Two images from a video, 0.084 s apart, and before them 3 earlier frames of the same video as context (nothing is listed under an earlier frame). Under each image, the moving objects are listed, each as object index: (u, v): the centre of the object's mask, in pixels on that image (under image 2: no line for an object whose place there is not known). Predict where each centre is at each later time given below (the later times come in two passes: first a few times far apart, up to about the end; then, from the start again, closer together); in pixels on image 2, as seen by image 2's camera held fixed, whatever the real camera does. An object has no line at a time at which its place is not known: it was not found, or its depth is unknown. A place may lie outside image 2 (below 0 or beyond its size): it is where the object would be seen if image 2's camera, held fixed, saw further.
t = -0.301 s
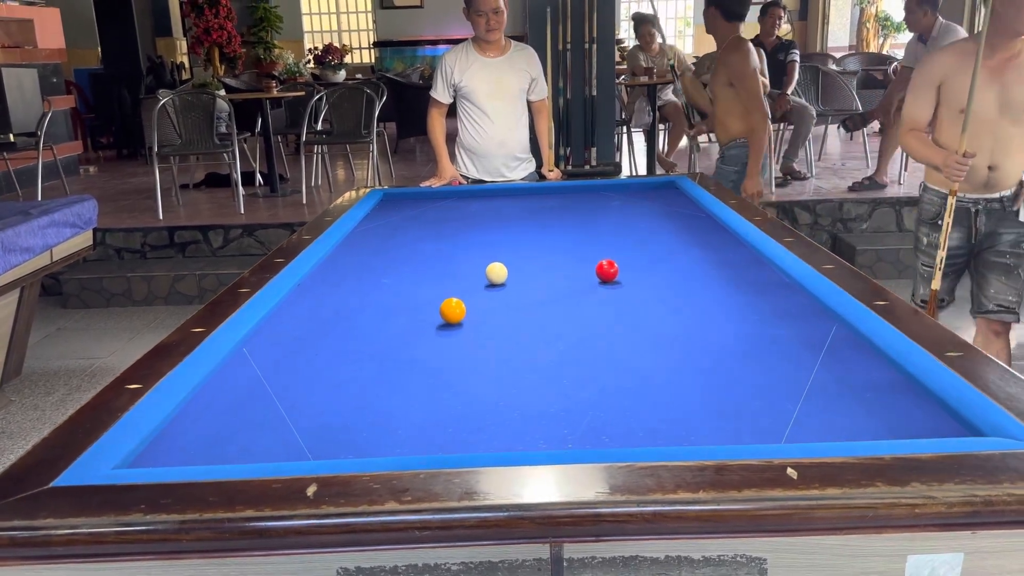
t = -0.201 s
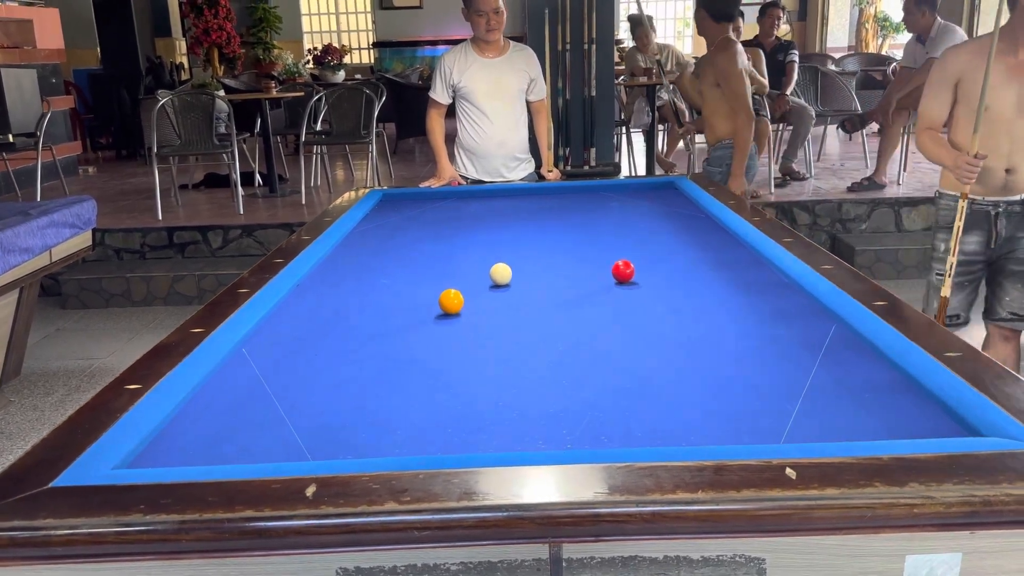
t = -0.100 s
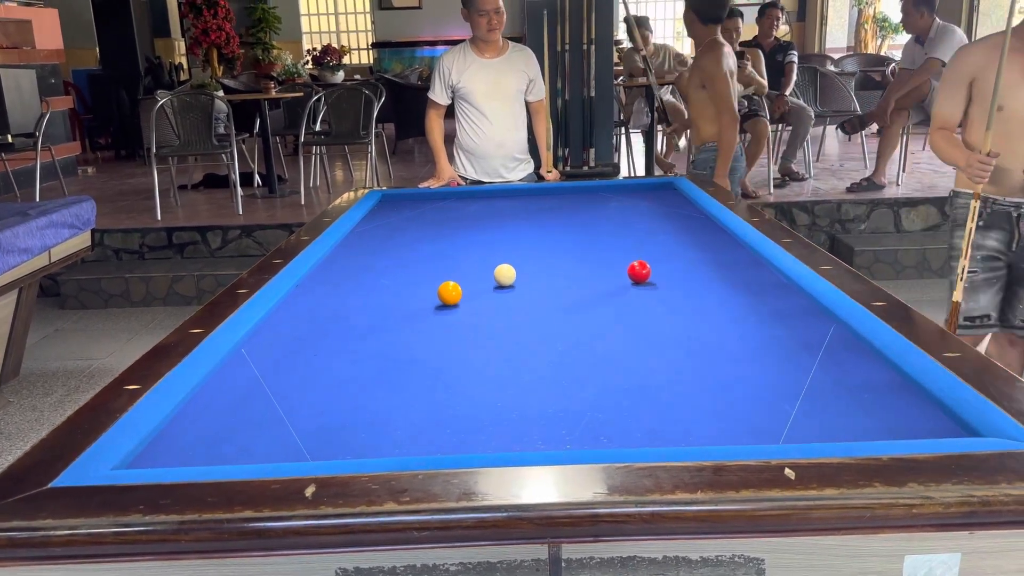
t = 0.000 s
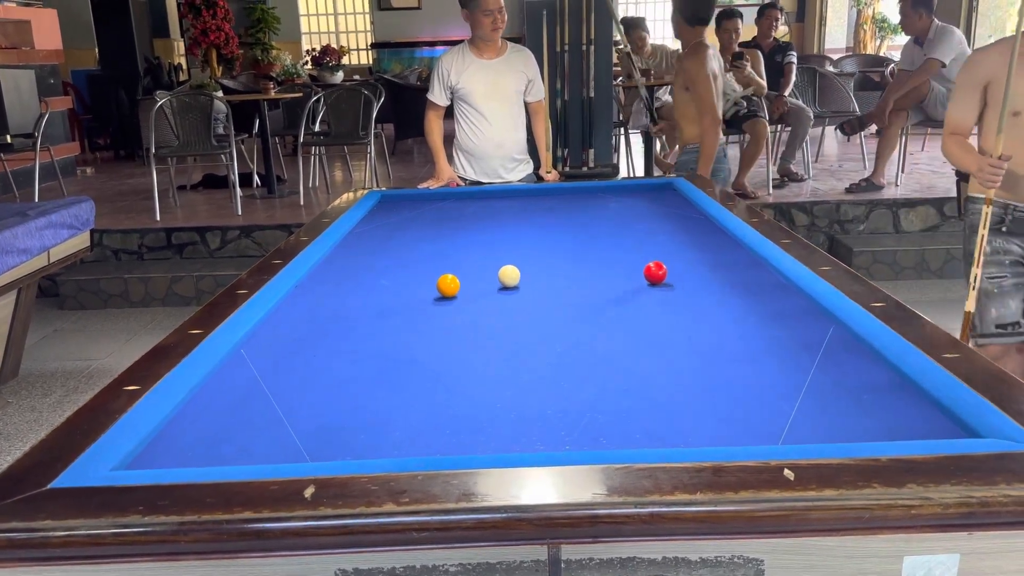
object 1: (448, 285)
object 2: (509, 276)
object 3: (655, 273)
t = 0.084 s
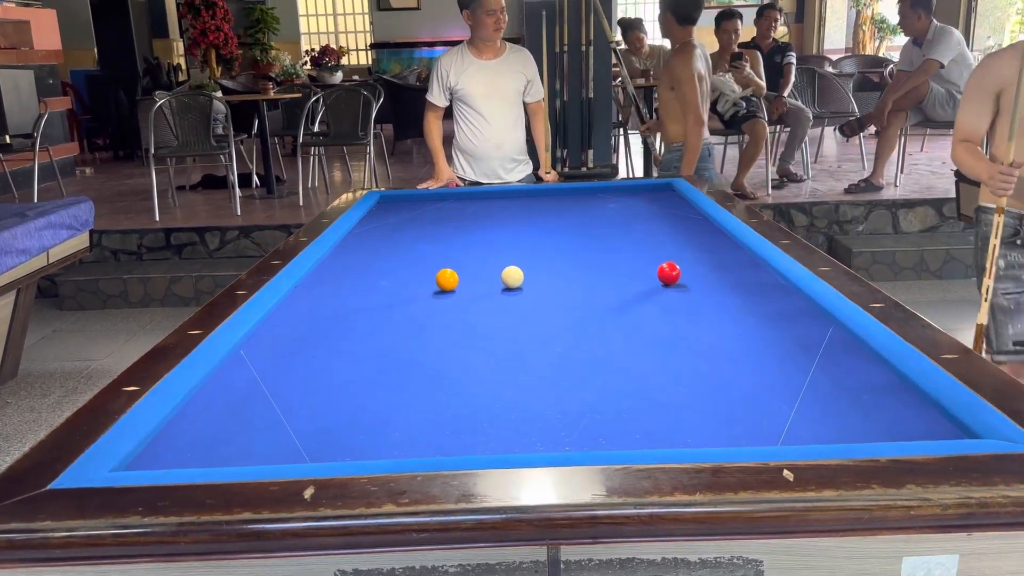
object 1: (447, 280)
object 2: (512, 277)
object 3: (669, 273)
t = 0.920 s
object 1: (444, 233)
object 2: (549, 280)
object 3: (748, 277)
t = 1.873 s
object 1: (442, 200)
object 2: (581, 283)
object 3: (676, 284)
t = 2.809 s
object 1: (431, 205)
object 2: (600, 285)
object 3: (622, 291)
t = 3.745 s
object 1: (417, 220)
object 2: (608, 287)
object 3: (582, 297)
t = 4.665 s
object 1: (403, 234)
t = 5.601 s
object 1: (388, 249)
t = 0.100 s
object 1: (447, 279)
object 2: (513, 277)
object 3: (672, 273)
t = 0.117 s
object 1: (447, 277)
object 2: (514, 277)
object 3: (674, 273)
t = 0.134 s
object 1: (447, 276)
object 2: (515, 277)
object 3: (677, 273)
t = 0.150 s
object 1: (447, 275)
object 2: (515, 278)
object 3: (680, 273)
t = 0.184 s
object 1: (446, 273)
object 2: (517, 278)
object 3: (686, 274)
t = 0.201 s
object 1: (446, 271)
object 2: (518, 278)
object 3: (688, 273)
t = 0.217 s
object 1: (446, 270)
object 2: (518, 278)
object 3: (691, 274)
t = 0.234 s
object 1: (446, 269)
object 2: (519, 278)
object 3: (694, 274)
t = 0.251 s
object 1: (446, 268)
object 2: (520, 278)
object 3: (697, 274)
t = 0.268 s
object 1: (446, 267)
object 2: (521, 278)
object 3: (700, 274)
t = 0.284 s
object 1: (446, 266)
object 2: (522, 278)
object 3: (703, 274)
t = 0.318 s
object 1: (446, 264)
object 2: (523, 278)
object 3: (708, 274)
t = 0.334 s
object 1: (446, 263)
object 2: (524, 278)
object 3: (711, 274)
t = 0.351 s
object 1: (446, 262)
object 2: (525, 278)
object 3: (714, 274)
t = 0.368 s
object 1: (446, 261)
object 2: (525, 278)
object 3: (717, 274)
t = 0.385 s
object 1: (446, 260)
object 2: (526, 278)
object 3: (720, 274)
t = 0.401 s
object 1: (445, 259)
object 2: (527, 278)
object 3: (723, 274)
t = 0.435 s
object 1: (445, 257)
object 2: (528, 279)
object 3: (728, 274)
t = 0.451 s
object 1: (445, 256)
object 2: (529, 279)
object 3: (731, 274)
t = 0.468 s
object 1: (445, 255)
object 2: (530, 279)
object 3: (734, 274)
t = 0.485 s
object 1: (445, 254)
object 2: (531, 279)
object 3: (737, 274)
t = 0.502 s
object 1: (445, 253)
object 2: (531, 279)
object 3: (740, 274)
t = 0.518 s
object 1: (445, 252)
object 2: (532, 279)
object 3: (742, 274)
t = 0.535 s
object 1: (445, 251)
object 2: (533, 279)
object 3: (745, 274)
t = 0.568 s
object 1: (445, 249)
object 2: (534, 279)
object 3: (751, 274)
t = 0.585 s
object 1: (445, 248)
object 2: (535, 279)
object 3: (754, 274)
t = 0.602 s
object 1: (445, 248)
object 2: (536, 279)
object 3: (757, 274)
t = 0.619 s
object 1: (445, 247)
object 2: (536, 279)
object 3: (759, 274)
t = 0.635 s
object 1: (445, 246)
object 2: (537, 279)
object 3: (762, 274)
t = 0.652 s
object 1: (444, 245)
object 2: (538, 279)
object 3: (765, 274)
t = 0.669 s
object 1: (444, 244)
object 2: (539, 279)
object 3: (768, 274)
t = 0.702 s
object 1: (444, 242)
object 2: (540, 280)
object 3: (767, 275)
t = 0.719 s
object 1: (444, 242)
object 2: (541, 280)
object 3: (765, 275)
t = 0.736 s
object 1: (444, 241)
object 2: (541, 280)
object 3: (763, 275)
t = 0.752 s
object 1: (444, 240)
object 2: (542, 280)
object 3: (762, 275)
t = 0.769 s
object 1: (444, 239)
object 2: (543, 280)
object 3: (761, 275)
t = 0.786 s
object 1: (444, 238)
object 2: (543, 280)
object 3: (759, 275)
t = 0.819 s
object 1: (444, 237)
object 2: (545, 280)
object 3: (756, 276)
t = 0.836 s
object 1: (444, 236)
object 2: (546, 280)
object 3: (755, 276)
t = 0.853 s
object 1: (444, 235)
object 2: (546, 280)
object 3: (753, 276)
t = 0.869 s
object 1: (444, 235)
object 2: (547, 280)
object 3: (752, 276)
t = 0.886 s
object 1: (444, 234)
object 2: (547, 280)
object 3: (751, 276)
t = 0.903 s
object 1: (444, 233)
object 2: (548, 280)
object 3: (749, 276)
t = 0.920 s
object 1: (444, 233)
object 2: (549, 280)
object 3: (748, 277)
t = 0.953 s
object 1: (443, 231)
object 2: (550, 280)
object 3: (745, 277)
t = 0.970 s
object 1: (443, 230)
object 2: (551, 280)
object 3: (744, 277)
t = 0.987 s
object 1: (443, 230)
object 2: (551, 281)
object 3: (742, 277)
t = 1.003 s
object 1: (443, 229)
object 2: (552, 281)
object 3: (741, 277)
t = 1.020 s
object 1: (443, 228)
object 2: (553, 280)
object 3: (740, 277)
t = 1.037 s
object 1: (443, 228)
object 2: (553, 281)
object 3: (738, 277)
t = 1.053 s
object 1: (443, 227)
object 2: (554, 281)
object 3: (737, 278)
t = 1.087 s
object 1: (443, 226)
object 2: (555, 281)
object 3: (734, 278)
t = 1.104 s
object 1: (443, 225)
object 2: (556, 281)
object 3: (733, 278)
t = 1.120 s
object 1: (443, 224)
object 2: (556, 281)
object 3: (732, 278)
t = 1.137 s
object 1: (443, 224)
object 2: (557, 281)
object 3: (730, 278)
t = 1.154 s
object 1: (443, 223)
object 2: (557, 281)
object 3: (729, 279)
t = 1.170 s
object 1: (443, 222)
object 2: (558, 281)
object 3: (728, 279)
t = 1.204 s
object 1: (443, 221)
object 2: (559, 281)
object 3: (725, 279)
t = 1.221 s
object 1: (443, 221)
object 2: (560, 281)
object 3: (724, 279)
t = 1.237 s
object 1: (443, 220)
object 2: (561, 281)
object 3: (723, 279)
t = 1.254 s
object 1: (443, 219)
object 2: (561, 281)
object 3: (721, 279)
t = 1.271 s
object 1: (443, 219)
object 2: (562, 281)
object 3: (720, 279)
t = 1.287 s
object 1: (443, 218)
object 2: (562, 281)
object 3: (719, 280)
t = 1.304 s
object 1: (443, 218)
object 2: (563, 282)
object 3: (718, 280)
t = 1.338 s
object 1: (443, 216)
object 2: (564, 282)
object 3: (715, 280)
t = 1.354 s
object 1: (442, 216)
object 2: (564, 282)
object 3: (714, 280)
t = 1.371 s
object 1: (442, 215)
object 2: (565, 282)
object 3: (712, 280)
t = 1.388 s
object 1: (442, 215)
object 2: (566, 282)
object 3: (711, 280)
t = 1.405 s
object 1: (442, 214)
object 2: (566, 282)
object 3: (710, 280)
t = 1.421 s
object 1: (442, 214)
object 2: (567, 282)
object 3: (709, 281)
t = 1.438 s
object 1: (442, 213)
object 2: (567, 282)
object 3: (707, 281)
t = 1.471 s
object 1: (442, 212)
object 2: (568, 282)
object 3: (705, 281)
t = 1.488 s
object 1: (442, 211)
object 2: (569, 282)
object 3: (704, 281)
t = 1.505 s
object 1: (442, 211)
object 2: (569, 282)
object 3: (702, 281)
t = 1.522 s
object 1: (442, 210)
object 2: (570, 282)
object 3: (701, 281)
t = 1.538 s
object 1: (442, 210)
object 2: (571, 282)
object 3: (700, 281)
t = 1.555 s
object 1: (442, 209)
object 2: (571, 282)
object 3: (699, 281)
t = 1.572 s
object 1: (442, 209)
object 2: (571, 282)
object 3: (698, 282)
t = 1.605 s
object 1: (442, 208)
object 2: (572, 283)
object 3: (695, 282)
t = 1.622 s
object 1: (442, 207)
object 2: (573, 282)
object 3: (694, 282)
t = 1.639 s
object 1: (442, 206)
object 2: (574, 283)
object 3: (692, 282)
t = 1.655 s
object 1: (442, 206)
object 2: (574, 283)
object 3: (691, 282)
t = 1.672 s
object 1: (442, 205)
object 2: (575, 283)
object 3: (689, 283)
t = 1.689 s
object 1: (442, 205)
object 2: (576, 283)
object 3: (688, 283)
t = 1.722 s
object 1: (442, 204)
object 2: (577, 283)
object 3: (686, 283)
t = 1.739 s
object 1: (442, 203)
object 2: (577, 283)
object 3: (685, 283)
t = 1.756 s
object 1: (442, 203)
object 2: (577, 283)
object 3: (684, 283)
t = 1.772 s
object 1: (442, 203)
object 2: (578, 283)
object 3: (683, 283)
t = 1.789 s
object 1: (442, 202)
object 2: (578, 283)
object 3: (682, 284)
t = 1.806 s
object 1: (442, 201)
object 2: (579, 283)
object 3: (680, 284)
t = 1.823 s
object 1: (442, 201)
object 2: (579, 283)
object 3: (679, 284)
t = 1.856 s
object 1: (442, 200)
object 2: (580, 283)
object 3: (677, 284)
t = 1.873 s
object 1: (442, 200)
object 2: (581, 283)
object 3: (676, 284)
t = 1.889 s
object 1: (442, 199)
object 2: (581, 283)
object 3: (675, 284)
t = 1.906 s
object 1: (442, 199)
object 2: (581, 283)
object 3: (674, 285)
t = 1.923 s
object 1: (442, 198)
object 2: (582, 283)
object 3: (673, 285)
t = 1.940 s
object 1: (442, 198)
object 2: (582, 283)
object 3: (672, 285)
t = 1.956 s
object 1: (442, 198)
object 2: (583, 283)
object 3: (670, 285)
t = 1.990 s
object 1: (442, 196)
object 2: (584, 283)
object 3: (668, 285)
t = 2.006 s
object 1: (442, 196)
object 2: (584, 283)
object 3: (667, 285)
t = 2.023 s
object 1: (442, 196)
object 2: (584, 284)
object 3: (666, 285)
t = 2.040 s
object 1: (442, 195)
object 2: (585, 284)
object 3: (665, 286)
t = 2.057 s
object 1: (442, 195)
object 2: (585, 284)
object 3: (664, 286)
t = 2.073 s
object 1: (442, 195)
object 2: (586, 284)
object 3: (663, 286)
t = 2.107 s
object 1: (441, 195)
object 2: (587, 284)
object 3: (661, 286)
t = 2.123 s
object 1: (441, 195)
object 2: (587, 284)
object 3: (660, 286)
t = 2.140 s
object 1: (440, 195)
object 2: (587, 284)
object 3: (659, 286)
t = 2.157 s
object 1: (440, 196)
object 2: (588, 284)
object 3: (658, 286)
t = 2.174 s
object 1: (440, 196)
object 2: (588, 284)
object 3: (657, 287)
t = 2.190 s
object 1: (440, 196)
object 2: (589, 284)
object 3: (656, 287)
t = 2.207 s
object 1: (440, 196)
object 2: (589, 284)
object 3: (655, 287)
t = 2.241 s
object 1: (439, 197)
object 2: (590, 284)
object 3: (653, 287)
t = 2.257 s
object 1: (439, 197)
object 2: (590, 284)
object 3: (652, 287)
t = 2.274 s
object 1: (439, 197)
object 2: (591, 284)
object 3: (651, 287)
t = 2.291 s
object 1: (438, 198)
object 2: (591, 284)
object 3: (650, 287)
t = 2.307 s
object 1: (438, 198)
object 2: (591, 284)
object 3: (649, 288)
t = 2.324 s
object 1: (438, 198)
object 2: (592, 284)
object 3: (648, 288)
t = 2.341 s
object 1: (438, 198)
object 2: (592, 284)
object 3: (647, 288)
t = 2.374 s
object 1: (437, 199)
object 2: (593, 284)
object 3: (645, 288)
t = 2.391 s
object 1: (437, 199)
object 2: (593, 284)
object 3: (644, 288)
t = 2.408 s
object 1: (436, 199)
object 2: (593, 284)
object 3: (643, 288)
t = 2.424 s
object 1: (436, 200)
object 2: (594, 284)
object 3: (642, 288)
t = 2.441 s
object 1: (436, 200)
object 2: (594, 285)
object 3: (641, 289)
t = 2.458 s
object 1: (436, 200)
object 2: (594, 285)
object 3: (640, 289)
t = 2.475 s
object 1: (436, 200)
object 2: (595, 285)
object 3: (639, 289)
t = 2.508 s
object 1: (435, 201)
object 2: (595, 285)
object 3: (637, 289)
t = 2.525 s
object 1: (435, 201)
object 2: (596, 285)
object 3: (636, 289)
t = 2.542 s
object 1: (435, 201)
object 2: (596, 285)
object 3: (636, 289)
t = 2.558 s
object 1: (434, 202)
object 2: (596, 285)
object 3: (635, 289)
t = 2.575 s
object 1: (434, 202)
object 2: (596, 285)
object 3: (634, 290)
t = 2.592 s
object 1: (434, 202)
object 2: (597, 285)
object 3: (633, 290)
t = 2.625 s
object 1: (433, 202)
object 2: (597, 285)
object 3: (631, 290)
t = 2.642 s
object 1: (433, 203)
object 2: (598, 285)
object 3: (630, 290)
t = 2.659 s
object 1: (433, 203)
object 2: (598, 285)
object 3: (629, 290)
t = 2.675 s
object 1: (433, 203)
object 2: (598, 285)
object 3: (628, 290)
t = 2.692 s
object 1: (432, 204)
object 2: (599, 285)
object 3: (628, 290)
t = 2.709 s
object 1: (432, 204)
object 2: (599, 285)
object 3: (627, 290)
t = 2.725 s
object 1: (432, 204)
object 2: (599, 285)
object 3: (626, 291)
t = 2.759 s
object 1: (431, 205)
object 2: (600, 285)
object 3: (624, 291)
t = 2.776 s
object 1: (431, 205)
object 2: (600, 285)
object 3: (623, 291)
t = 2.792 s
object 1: (431, 205)
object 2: (600, 285)
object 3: (622, 291)
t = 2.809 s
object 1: (431, 205)
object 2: (600, 285)
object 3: (622, 291)
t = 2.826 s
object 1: (430, 205)
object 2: (600, 285)
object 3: (621, 291)
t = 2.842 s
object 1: (430, 206)
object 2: (600, 285)
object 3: (620, 292)
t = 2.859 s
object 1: (430, 206)
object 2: (600, 285)
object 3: (619, 292)
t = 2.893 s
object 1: (429, 207)
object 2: (600, 285)
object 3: (617, 292)
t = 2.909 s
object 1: (429, 207)
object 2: (599, 285)
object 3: (616, 292)
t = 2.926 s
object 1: (429, 207)
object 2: (599, 285)
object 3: (616, 292)
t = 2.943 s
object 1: (429, 207)
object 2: (599, 284)
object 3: (615, 292)
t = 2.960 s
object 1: (428, 208)
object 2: (599, 284)
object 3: (614, 292)
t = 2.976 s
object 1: (428, 208)
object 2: (599, 284)
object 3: (613, 292)
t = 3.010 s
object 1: (428, 208)
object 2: (599, 283)
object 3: (612, 293)
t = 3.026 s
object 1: (427, 209)
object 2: (600, 283)
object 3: (611, 293)
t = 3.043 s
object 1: (427, 209)
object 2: (600, 282)
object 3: (610, 293)
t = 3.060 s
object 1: (427, 209)
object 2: (600, 281)
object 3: (609, 293)
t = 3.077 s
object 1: (427, 209)
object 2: (601, 281)
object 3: (609, 293)
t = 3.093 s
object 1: (426, 210)
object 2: (601, 281)
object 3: (608, 293)
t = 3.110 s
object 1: (426, 210)
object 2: (602, 280)
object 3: (607, 293)
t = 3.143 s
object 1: (425, 210)
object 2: (604, 280)
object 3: (606, 293)
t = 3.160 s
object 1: (425, 211)
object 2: (605, 280)
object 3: (605, 293)
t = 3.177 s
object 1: (425, 211)
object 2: (605, 280)
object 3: (604, 294)
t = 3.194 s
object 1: (425, 211)
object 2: (606, 280)
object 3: (603, 294)
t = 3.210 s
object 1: (425, 211)
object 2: (607, 281)
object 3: (603, 294)
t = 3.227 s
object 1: (424, 212)
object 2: (607, 281)
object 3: (602, 294)
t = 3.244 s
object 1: (424, 212)
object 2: (608, 281)
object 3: (601, 294)
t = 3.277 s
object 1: (424, 212)
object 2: (609, 282)
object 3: (600, 294)
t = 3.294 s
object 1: (423, 213)
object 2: (609, 283)
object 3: (599, 294)
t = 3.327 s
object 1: (423, 213)
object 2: (609, 283)
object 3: (598, 294)
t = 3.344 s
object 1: (423, 213)
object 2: (610, 283)
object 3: (598, 295)
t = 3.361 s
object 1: (423, 214)
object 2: (609, 284)
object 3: (597, 295)
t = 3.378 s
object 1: (422, 214)
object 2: (609, 284)
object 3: (596, 295)
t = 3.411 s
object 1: (422, 214)
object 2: (609, 285)
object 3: (595, 295)
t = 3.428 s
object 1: (422, 215)
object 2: (609, 285)
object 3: (594, 295)
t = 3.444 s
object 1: (421, 215)
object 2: (609, 285)
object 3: (593, 295)
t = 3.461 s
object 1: (421, 215)
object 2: (609, 285)
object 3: (593, 295)
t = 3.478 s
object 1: (421, 215)
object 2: (609, 286)
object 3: (592, 295)
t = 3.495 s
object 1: (421, 216)
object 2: (609, 286)
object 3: (591, 295)
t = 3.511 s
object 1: (420, 216)
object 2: (609, 286)
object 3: (591, 296)
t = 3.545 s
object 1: (420, 216)
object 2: (608, 286)
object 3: (590, 296)
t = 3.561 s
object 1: (420, 217)
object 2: (608, 286)
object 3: (589, 296)
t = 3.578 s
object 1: (419, 217)
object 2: (608, 286)
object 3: (588, 296)
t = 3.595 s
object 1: (419, 217)
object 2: (608, 286)
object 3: (588, 296)
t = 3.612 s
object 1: (419, 217)
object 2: (608, 286)
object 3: (587, 296)
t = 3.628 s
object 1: (419, 218)
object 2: (608, 287)
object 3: (586, 296)
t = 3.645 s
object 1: (418, 218)
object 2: (608, 287)
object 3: (586, 296)
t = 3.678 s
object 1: (418, 218)
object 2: (608, 287)
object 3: (585, 296)
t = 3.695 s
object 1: (418, 219)
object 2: (608, 287)
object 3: (584, 296)
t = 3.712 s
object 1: (418, 219)
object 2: (608, 287)
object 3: (583, 296)
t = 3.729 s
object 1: (417, 219)
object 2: (608, 287)
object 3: (583, 296)
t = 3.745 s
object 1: (417, 220)
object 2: (608, 287)
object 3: (582, 297)
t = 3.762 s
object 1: (417, 220)
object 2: (608, 287)
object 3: (582, 297)
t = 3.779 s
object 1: (417, 220)
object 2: (608, 287)
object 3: (581, 297)
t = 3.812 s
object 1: (416, 220)
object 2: (608, 287)
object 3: (580, 297)
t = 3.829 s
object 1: (416, 221)
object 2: (608, 286)
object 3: (579, 297)
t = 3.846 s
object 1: (416, 221)
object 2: (608, 286)
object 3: (579, 297)
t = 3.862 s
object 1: (415, 221)
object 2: (608, 287)
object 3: (578, 297)
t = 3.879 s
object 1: (415, 222)
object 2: (608, 287)
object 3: (578, 297)
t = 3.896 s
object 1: (415, 222)
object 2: (608, 287)
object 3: (577, 297)
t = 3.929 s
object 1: (415, 222)
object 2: (608, 287)
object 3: (576, 297)
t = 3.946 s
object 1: (414, 223)
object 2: (608, 286)
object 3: (576, 298)
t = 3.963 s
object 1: (414, 223)
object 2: (608, 287)
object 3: (575, 298)
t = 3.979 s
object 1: (414, 223)
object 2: (608, 287)
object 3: (575, 298)
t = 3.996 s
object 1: (413, 223)
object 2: (608, 287)
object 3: (574, 298)
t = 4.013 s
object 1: (413, 224)
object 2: (608, 287)
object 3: (574, 298)
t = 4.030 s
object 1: (413, 224)
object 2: (608, 287)
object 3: (573, 298)
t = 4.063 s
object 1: (412, 225)
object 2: (608, 287)
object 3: (572, 298)
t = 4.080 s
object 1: (412, 225)
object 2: (608, 287)
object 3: (571, 298)
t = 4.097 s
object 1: (412, 225)
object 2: (608, 287)
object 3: (571, 298)
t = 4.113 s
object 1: (412, 225)
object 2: (608, 287)
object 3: (571, 298)
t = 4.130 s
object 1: (411, 226)
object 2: (608, 287)
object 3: (570, 298)
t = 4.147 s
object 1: (411, 226)
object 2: (608, 287)
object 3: (570, 298)
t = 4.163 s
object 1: (411, 226)
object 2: (608, 287)
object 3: (569, 298)
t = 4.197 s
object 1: (410, 227)
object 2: (608, 287)
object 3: (568, 299)
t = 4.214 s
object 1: (410, 227)
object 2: (608, 287)
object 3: (568, 299)
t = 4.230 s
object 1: (410, 227)
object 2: (608, 287)
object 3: (567, 299)
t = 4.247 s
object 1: (410, 227)
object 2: (608, 286)
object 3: (567, 299)
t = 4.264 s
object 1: (409, 228)
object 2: (608, 287)
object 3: (566, 299)
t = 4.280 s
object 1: (409, 228)
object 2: (608, 287)
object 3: (566, 299)
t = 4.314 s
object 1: (408, 228)
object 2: (608, 287)
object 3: (565, 299)
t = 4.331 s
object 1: (408, 229)
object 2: (608, 287)
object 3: (564, 299)
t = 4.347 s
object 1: (408, 229)
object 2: (608, 287)
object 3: (564, 299)
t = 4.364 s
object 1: (408, 229)
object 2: (608, 287)
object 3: (564, 299)
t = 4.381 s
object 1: (407, 230)
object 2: (608, 287)
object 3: (563, 299)
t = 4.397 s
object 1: (407, 230)
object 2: (608, 287)
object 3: (563, 299)
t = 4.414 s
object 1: (407, 230)
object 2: (608, 287)
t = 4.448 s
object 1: (406, 231)
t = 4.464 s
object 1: (406, 231)
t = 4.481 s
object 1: (406, 231)
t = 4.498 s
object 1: (406, 231)
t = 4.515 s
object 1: (405, 232)
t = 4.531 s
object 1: (405, 232)
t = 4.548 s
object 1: (405, 232)
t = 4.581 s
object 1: (404, 233)
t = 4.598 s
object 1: (404, 233)
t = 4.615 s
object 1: (404, 233)
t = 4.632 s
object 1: (403, 234)
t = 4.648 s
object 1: (403, 234)
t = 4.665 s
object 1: (403, 234)
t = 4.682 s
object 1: (403, 234)
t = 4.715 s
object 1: (402, 235)
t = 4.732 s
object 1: (402, 235)
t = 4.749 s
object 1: (402, 235)
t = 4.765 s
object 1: (401, 236)
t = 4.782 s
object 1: (401, 236)
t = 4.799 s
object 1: (401, 236)
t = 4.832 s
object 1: (400, 237)
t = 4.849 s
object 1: (400, 237)
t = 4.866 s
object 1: (400, 237)
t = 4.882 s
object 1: (399, 238)
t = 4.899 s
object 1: (399, 238)
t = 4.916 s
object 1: (399, 238)
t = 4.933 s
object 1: (398, 238)
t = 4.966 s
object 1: (398, 239)
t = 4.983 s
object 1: (398, 239)
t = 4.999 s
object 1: (397, 240)
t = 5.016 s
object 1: (397, 240)
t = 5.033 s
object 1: (397, 240)
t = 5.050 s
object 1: (397, 240)
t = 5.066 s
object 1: (396, 241)
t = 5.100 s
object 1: (396, 241)
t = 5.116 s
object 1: (396, 241)
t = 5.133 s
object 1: (395, 242)
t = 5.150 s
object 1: (395, 242)
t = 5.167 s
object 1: (395, 242)
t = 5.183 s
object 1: (395, 242)
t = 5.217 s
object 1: (394, 243)
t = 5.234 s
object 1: (394, 243)
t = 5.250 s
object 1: (394, 243)
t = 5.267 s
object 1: (393, 244)
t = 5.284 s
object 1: (393, 244)
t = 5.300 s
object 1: (393, 244)
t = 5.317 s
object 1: (393, 245)
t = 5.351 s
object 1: (392, 245)
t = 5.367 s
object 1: (392, 245)
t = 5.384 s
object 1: (391, 246)
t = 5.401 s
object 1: (391, 246)
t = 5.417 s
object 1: (391, 246)
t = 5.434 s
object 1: (391, 246)
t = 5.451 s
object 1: (390, 247)
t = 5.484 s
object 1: (390, 247)
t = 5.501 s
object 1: (390, 248)
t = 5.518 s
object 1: (390, 248)
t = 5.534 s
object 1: (389, 248)
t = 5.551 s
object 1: (389, 248)
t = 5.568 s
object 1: (389, 249)
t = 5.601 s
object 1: (388, 249)
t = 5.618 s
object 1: (388, 249)
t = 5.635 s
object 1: (388, 250)
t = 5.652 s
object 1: (388, 250)
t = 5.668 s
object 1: (387, 250)
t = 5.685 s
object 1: (387, 251)
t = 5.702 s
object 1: (387, 251)
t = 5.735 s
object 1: (386, 251)
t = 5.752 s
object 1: (386, 252)
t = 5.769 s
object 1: (386, 252)
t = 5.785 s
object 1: (386, 252)
